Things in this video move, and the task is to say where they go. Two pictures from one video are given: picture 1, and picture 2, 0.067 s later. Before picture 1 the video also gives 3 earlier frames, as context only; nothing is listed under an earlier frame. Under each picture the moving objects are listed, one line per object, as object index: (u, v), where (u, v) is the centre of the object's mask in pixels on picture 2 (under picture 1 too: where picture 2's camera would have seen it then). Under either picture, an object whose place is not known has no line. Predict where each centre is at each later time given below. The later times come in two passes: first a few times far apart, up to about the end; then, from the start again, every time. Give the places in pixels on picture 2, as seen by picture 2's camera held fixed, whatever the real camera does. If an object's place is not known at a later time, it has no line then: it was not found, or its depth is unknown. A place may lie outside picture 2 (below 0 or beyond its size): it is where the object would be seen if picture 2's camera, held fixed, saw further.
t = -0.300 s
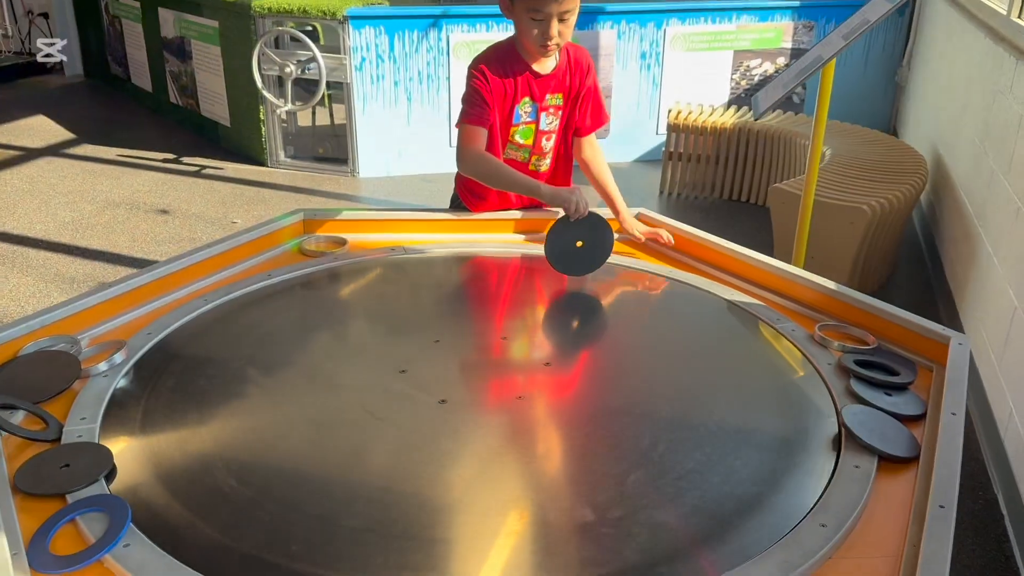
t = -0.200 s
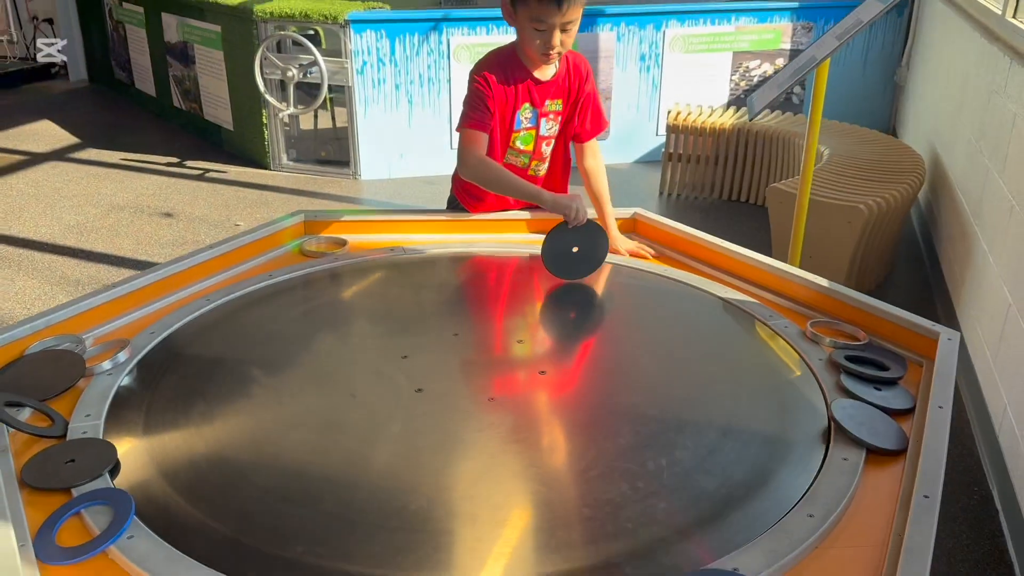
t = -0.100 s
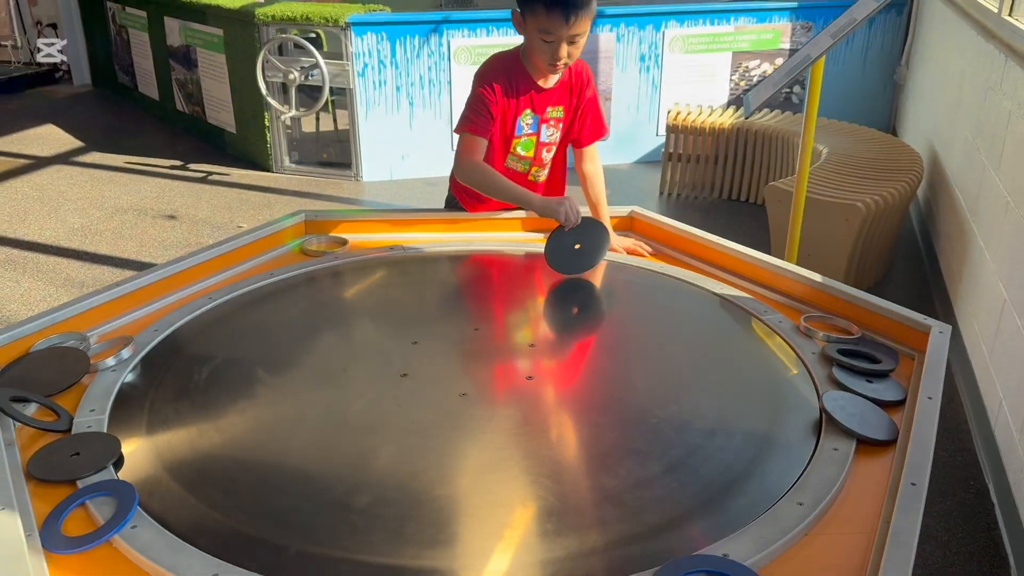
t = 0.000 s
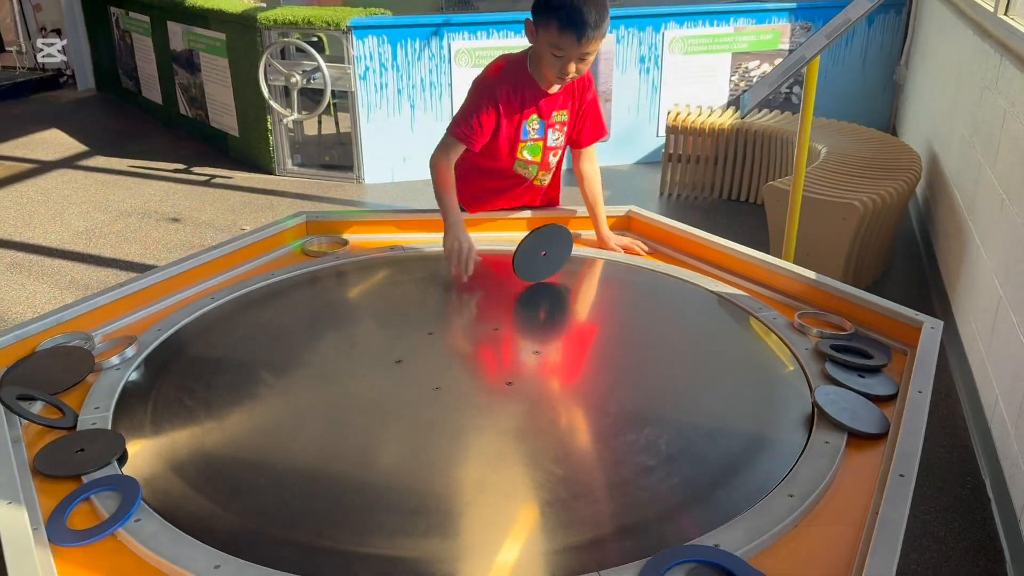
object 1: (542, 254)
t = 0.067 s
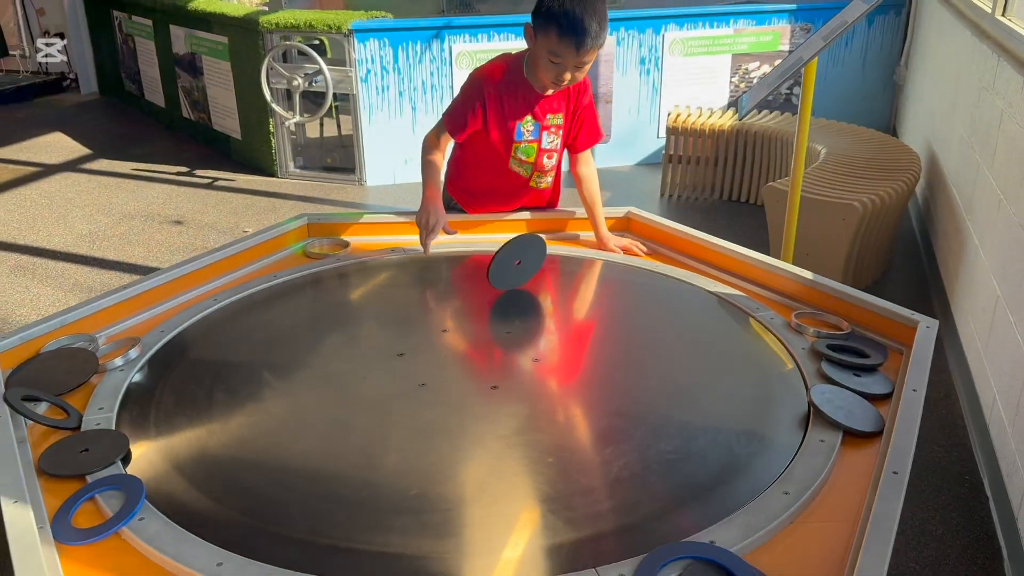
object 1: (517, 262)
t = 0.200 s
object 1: (470, 280)
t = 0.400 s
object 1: (401, 324)
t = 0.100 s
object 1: (505, 265)
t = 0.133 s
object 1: (493, 269)
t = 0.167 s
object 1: (482, 274)
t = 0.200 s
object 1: (470, 280)
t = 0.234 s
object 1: (458, 287)
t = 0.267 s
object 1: (447, 292)
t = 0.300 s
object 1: (436, 299)
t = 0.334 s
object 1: (424, 306)
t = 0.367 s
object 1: (413, 315)
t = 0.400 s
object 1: (401, 324)
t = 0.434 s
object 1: (391, 331)
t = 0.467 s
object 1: (380, 338)
